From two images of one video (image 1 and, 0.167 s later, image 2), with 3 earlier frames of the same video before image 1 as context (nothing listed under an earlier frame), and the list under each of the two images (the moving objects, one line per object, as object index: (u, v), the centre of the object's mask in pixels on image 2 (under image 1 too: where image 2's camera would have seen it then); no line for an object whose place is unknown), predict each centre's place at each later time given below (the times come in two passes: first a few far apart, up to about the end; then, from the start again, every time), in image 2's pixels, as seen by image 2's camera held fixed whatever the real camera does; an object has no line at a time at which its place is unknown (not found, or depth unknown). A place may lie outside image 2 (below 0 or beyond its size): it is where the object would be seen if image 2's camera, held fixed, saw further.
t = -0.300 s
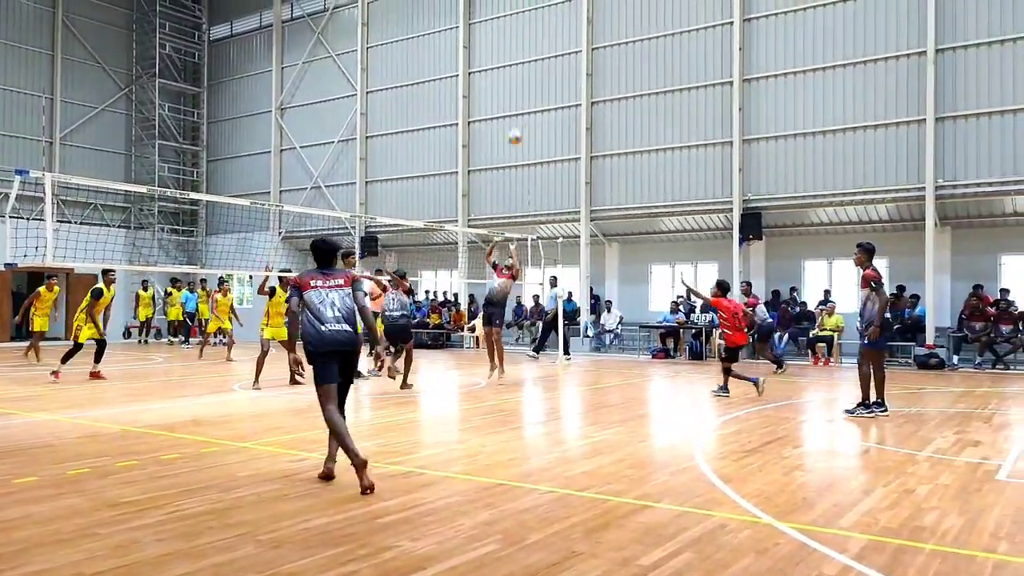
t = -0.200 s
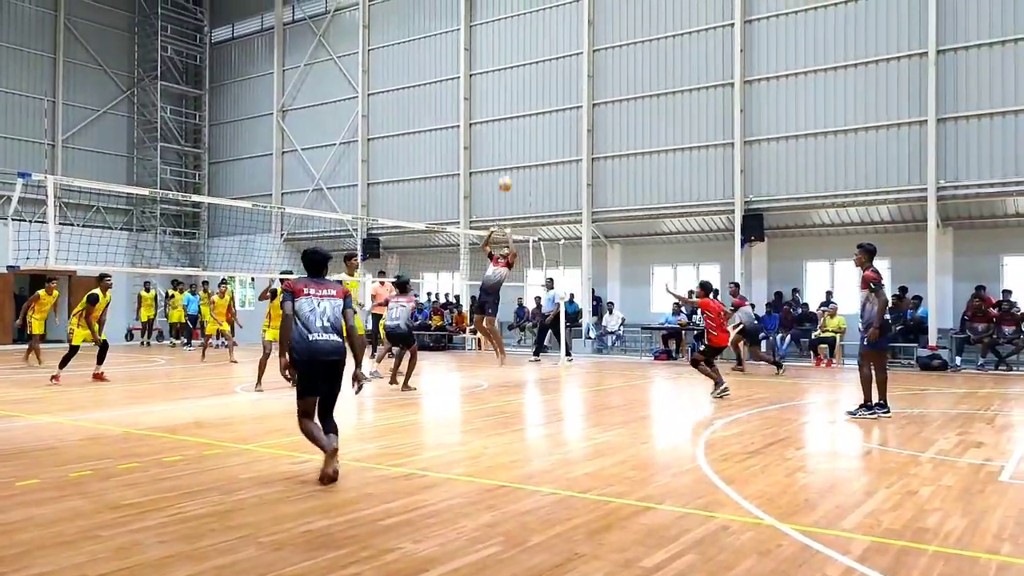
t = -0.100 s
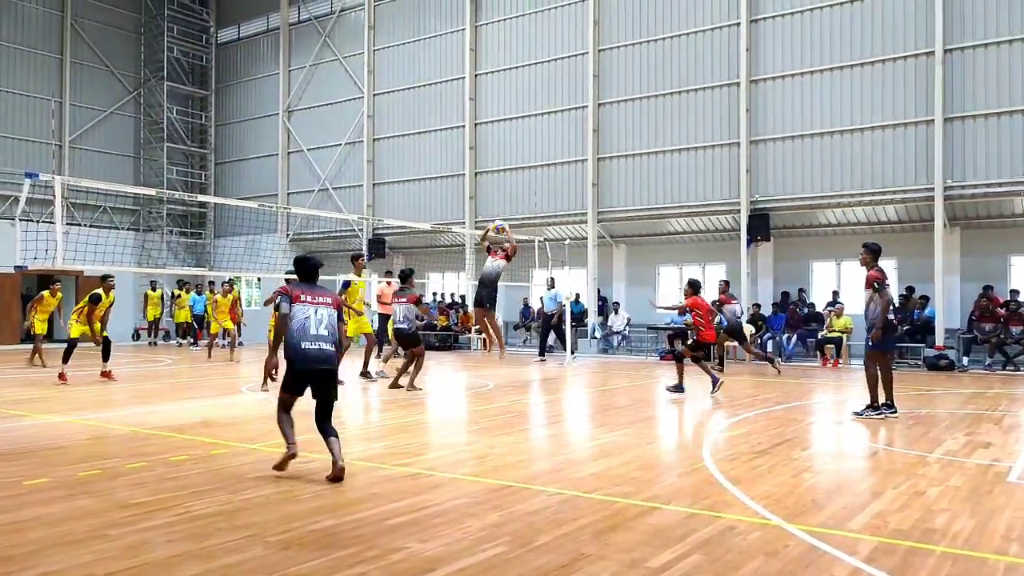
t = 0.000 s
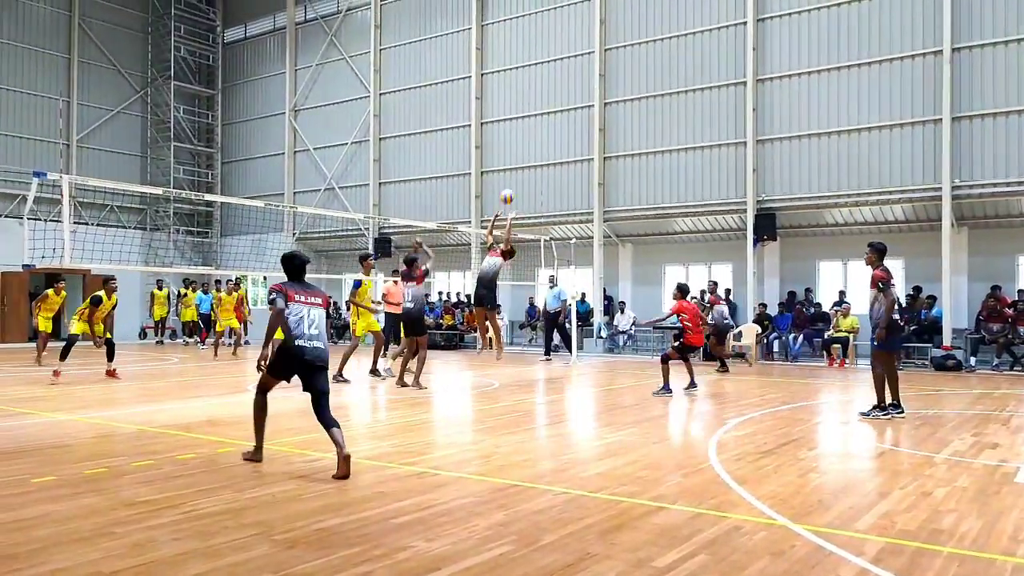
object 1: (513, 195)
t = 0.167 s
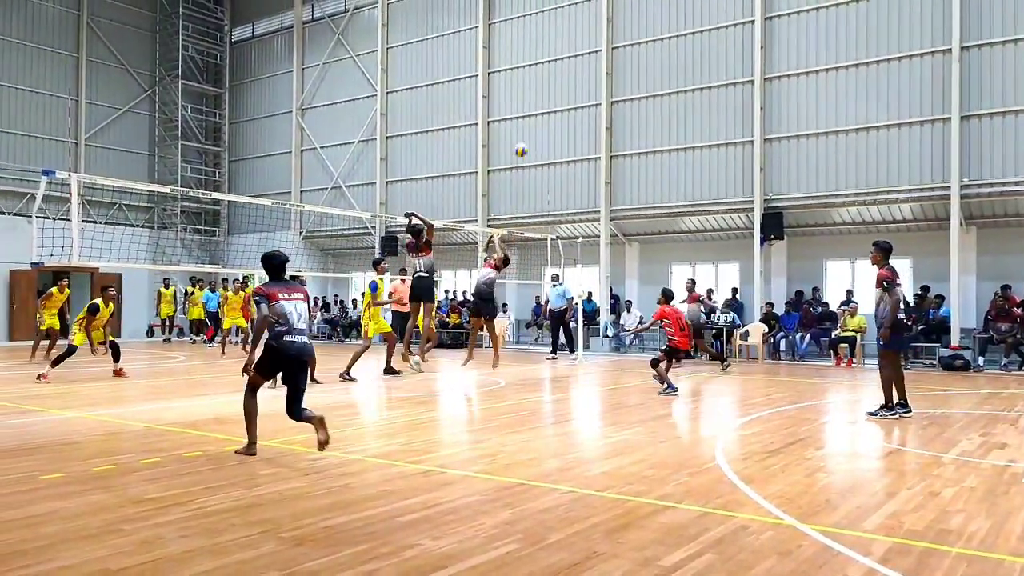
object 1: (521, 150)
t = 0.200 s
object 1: (523, 142)
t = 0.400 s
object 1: (532, 112)
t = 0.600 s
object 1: (539, 109)
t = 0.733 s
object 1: (544, 118)
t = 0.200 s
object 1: (523, 142)
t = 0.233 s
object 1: (524, 136)
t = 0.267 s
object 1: (527, 127)
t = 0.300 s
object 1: (527, 122)
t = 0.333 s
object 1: (529, 118)
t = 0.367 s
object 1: (530, 115)
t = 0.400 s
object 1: (532, 112)
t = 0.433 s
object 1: (533, 110)
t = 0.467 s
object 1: (534, 109)
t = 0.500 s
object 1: (535, 108)
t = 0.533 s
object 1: (536, 108)
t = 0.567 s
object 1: (538, 108)
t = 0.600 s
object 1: (539, 109)
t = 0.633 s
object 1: (540, 110)
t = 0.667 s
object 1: (542, 112)
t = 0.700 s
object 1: (542, 115)
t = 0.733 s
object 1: (544, 118)
